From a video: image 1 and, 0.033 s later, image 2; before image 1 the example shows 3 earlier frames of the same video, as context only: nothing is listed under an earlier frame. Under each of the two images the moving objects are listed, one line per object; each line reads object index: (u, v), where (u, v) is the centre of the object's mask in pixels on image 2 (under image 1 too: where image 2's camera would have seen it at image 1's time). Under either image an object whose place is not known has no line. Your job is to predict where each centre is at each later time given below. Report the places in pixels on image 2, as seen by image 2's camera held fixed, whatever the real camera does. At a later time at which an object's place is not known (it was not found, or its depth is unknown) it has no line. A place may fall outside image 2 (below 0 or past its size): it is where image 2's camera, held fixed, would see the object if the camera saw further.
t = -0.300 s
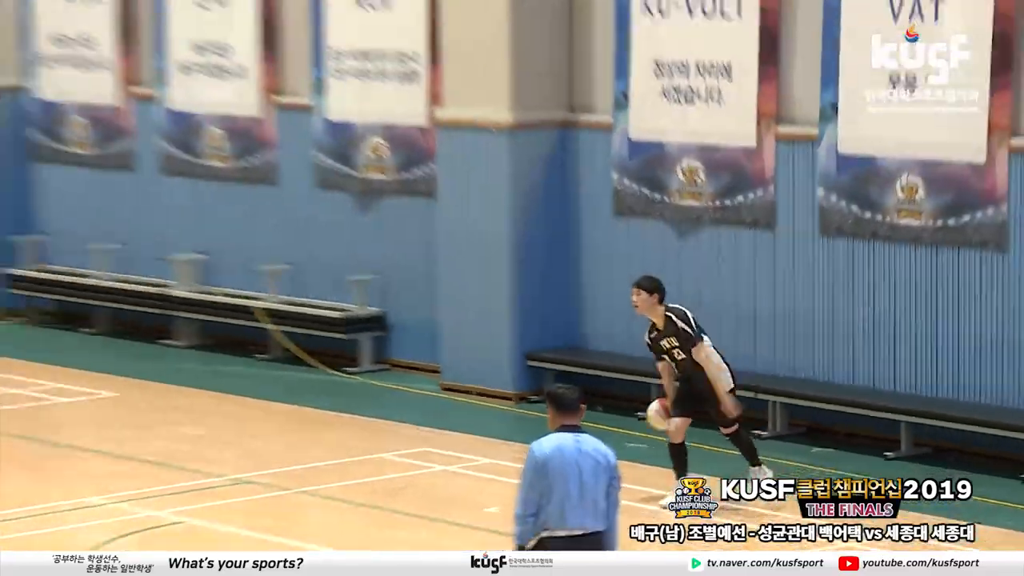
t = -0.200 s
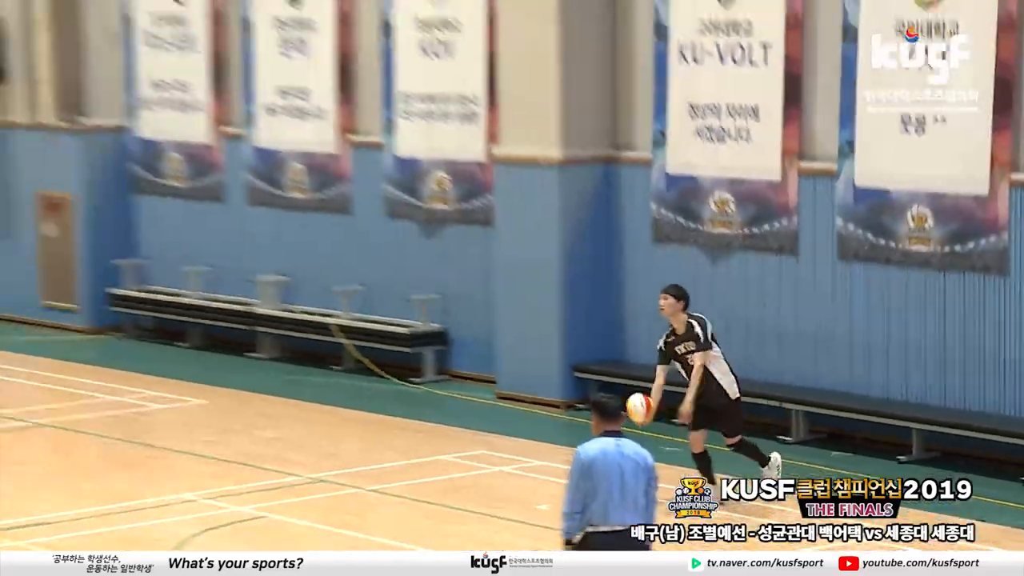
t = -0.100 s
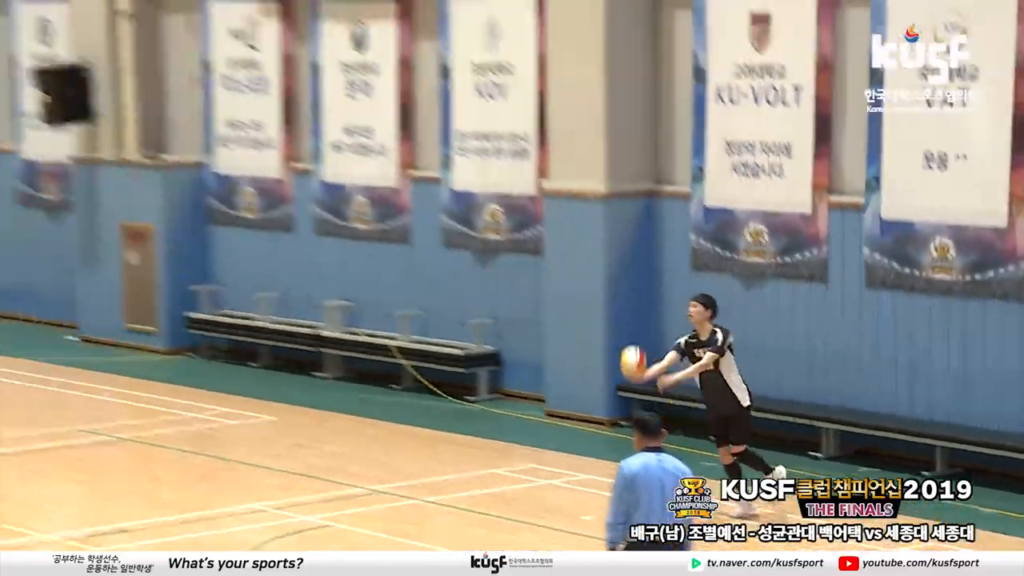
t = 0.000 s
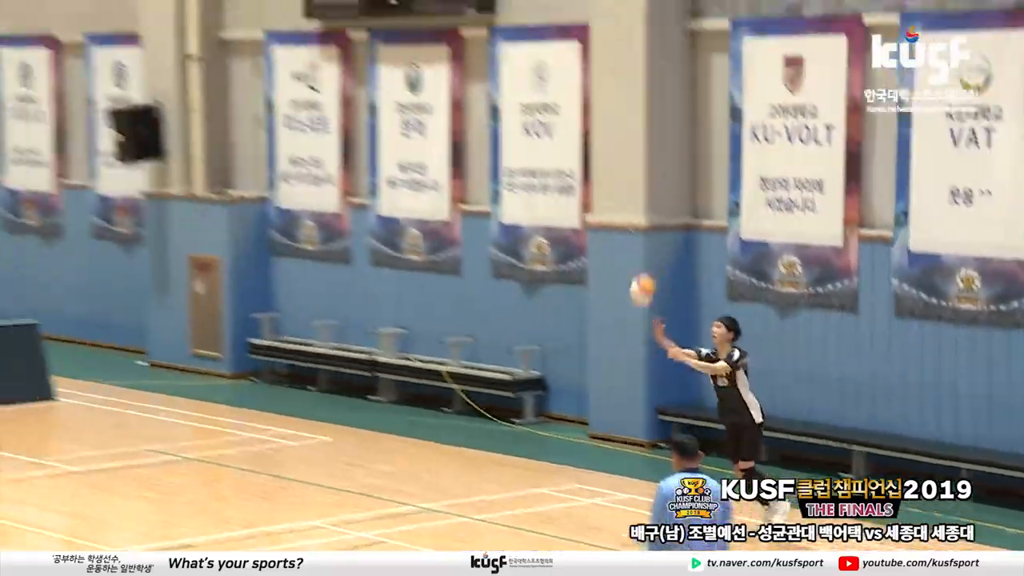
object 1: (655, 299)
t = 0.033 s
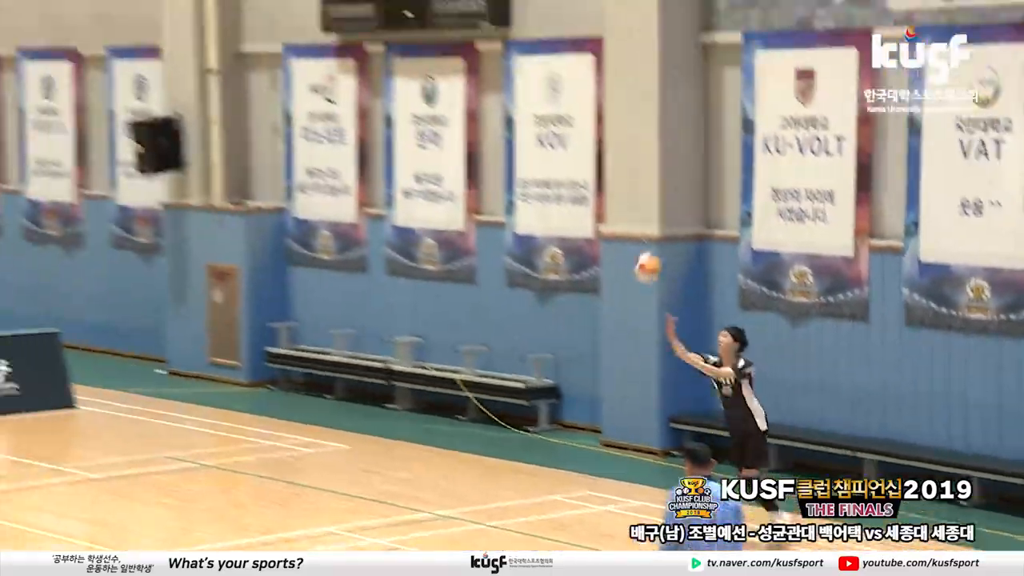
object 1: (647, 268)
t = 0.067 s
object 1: (639, 236)
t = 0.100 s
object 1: (632, 207)
